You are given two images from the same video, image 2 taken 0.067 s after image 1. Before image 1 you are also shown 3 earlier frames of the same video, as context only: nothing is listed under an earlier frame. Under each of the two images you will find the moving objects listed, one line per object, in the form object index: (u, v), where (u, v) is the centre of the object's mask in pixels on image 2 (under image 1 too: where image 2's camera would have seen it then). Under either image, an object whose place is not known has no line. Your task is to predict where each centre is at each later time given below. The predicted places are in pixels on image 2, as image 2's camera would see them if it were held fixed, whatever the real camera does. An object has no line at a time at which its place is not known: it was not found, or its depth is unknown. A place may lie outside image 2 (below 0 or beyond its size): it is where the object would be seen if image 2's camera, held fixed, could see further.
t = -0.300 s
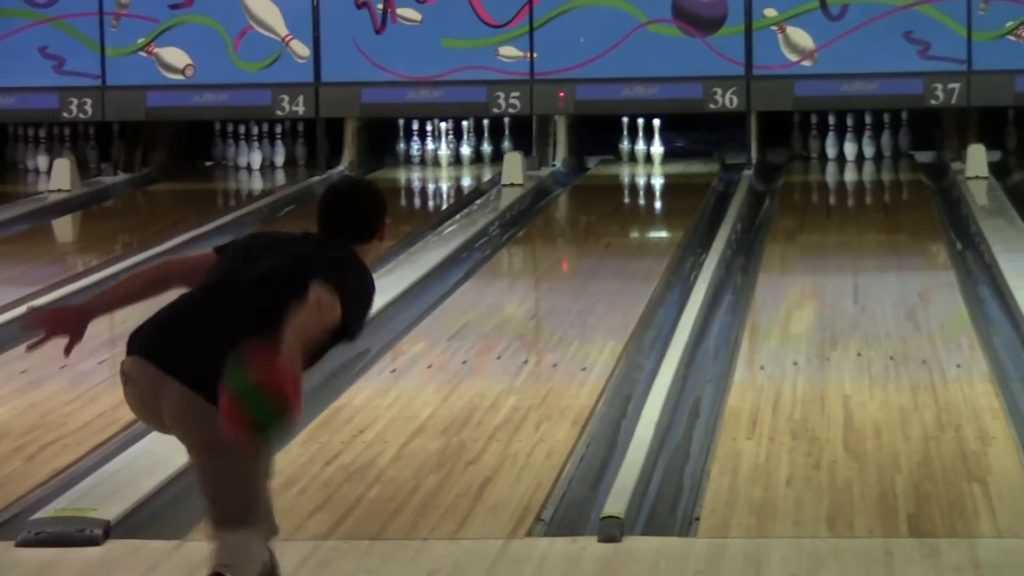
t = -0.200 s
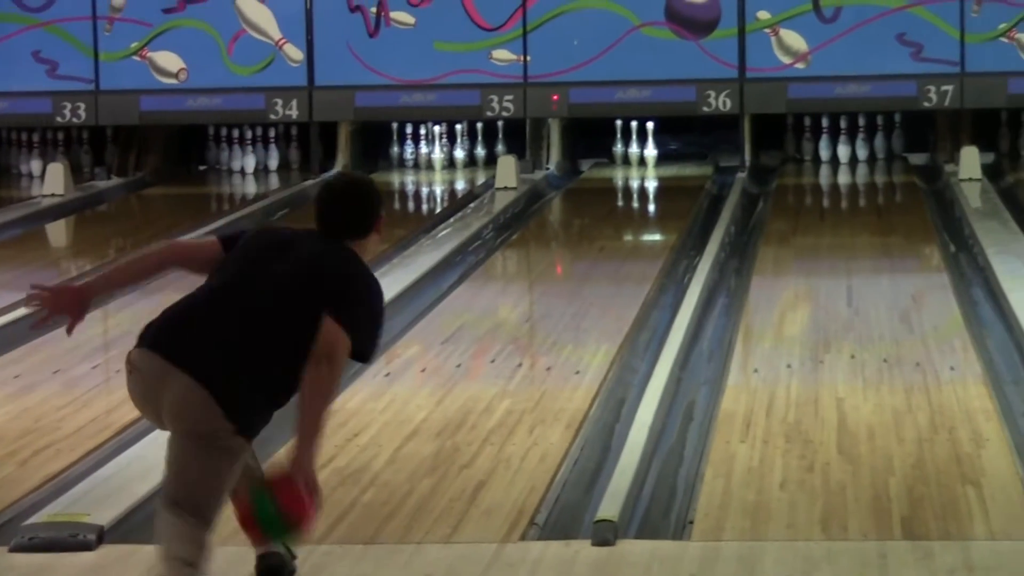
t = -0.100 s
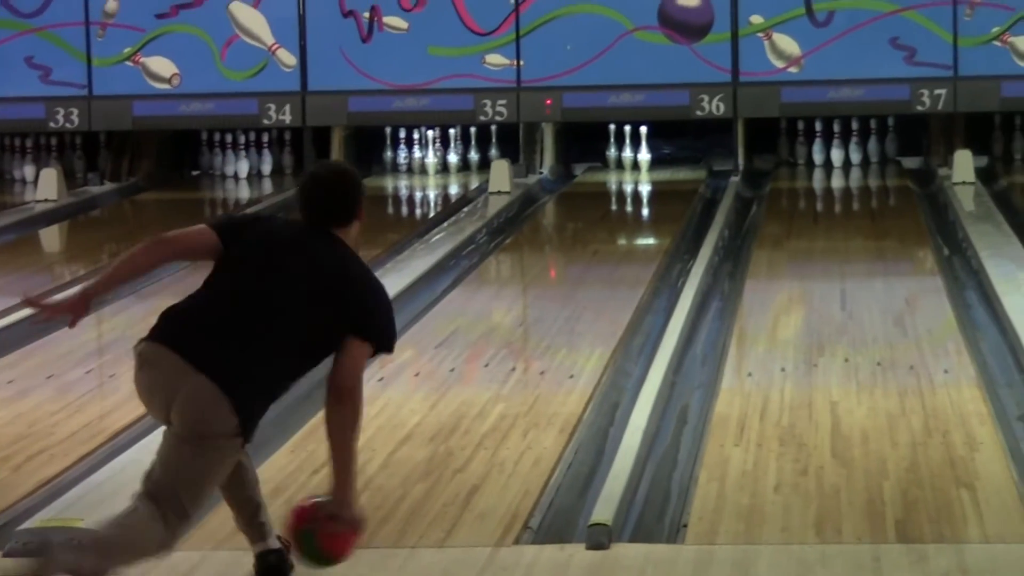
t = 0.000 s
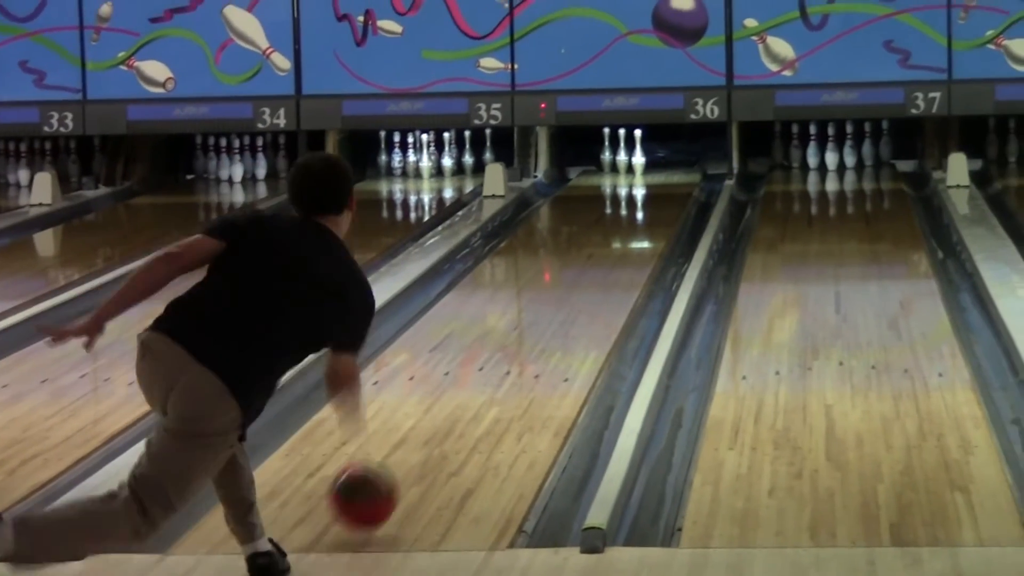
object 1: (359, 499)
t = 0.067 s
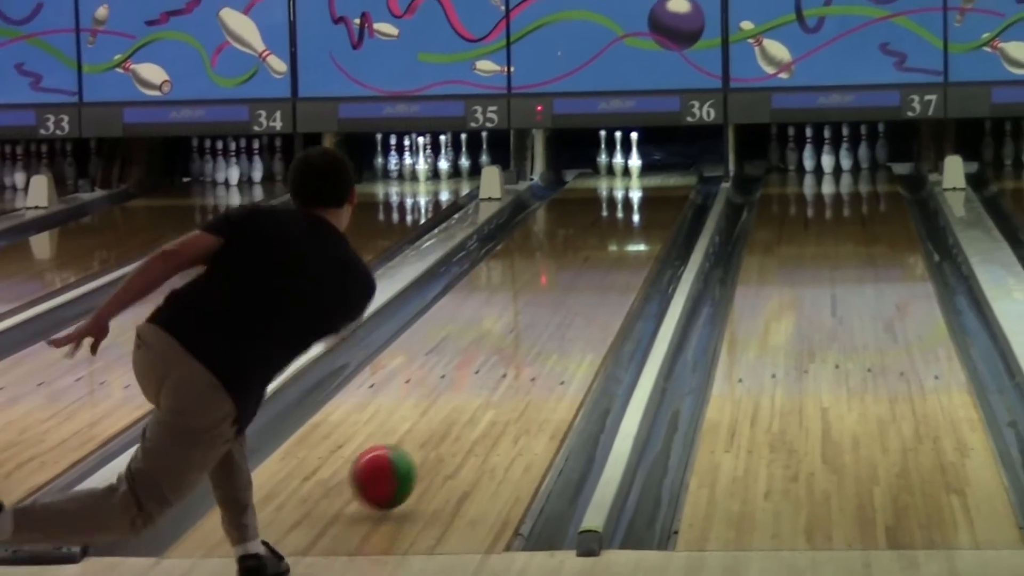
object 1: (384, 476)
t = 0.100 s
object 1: (394, 470)
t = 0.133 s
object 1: (405, 458)
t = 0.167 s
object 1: (415, 447)
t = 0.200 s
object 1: (424, 437)
